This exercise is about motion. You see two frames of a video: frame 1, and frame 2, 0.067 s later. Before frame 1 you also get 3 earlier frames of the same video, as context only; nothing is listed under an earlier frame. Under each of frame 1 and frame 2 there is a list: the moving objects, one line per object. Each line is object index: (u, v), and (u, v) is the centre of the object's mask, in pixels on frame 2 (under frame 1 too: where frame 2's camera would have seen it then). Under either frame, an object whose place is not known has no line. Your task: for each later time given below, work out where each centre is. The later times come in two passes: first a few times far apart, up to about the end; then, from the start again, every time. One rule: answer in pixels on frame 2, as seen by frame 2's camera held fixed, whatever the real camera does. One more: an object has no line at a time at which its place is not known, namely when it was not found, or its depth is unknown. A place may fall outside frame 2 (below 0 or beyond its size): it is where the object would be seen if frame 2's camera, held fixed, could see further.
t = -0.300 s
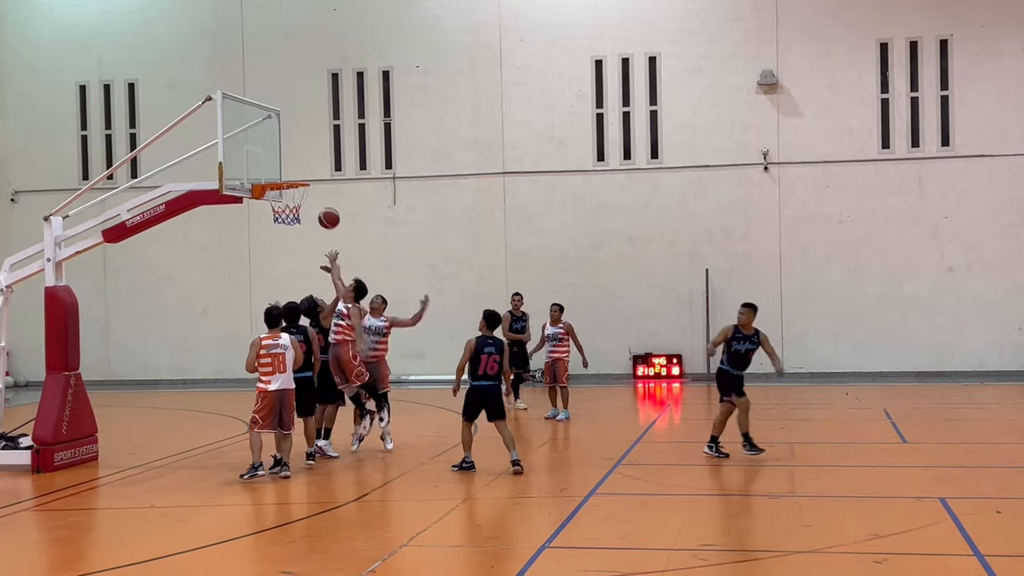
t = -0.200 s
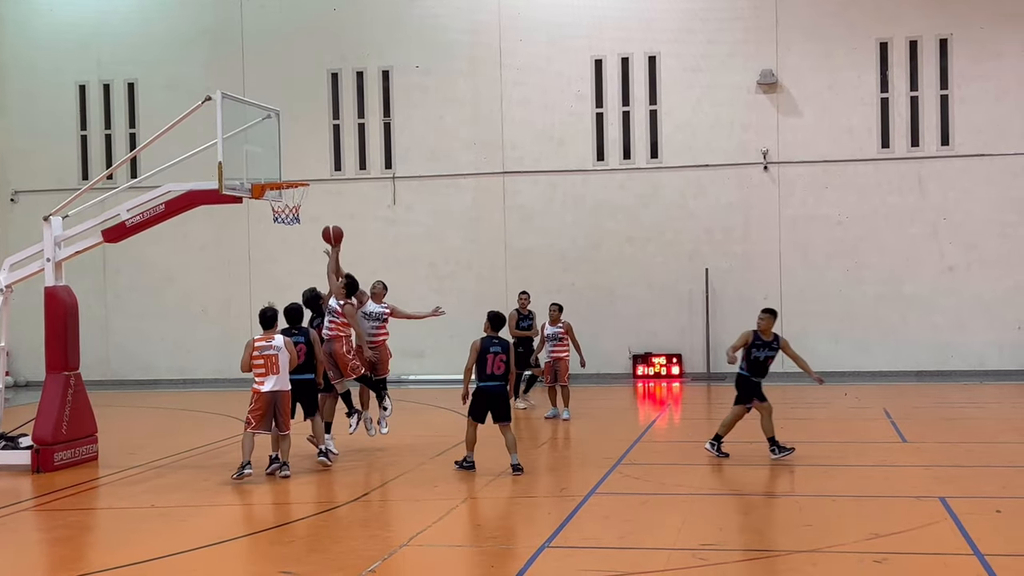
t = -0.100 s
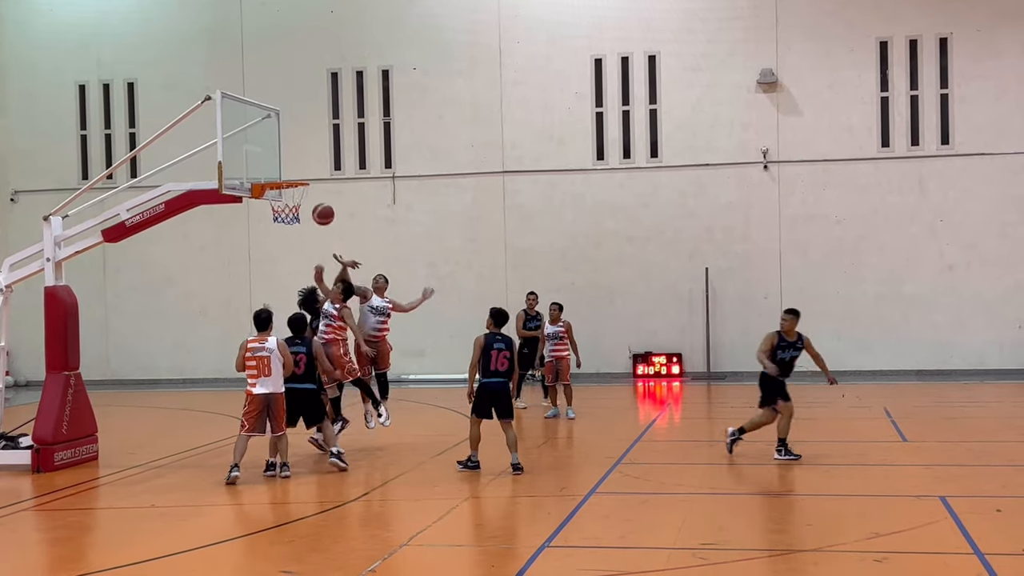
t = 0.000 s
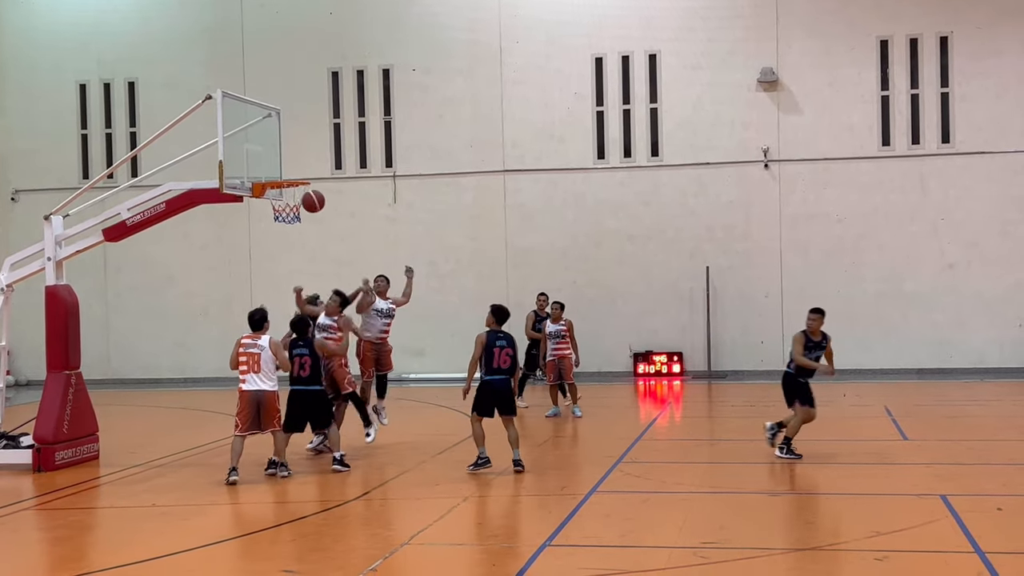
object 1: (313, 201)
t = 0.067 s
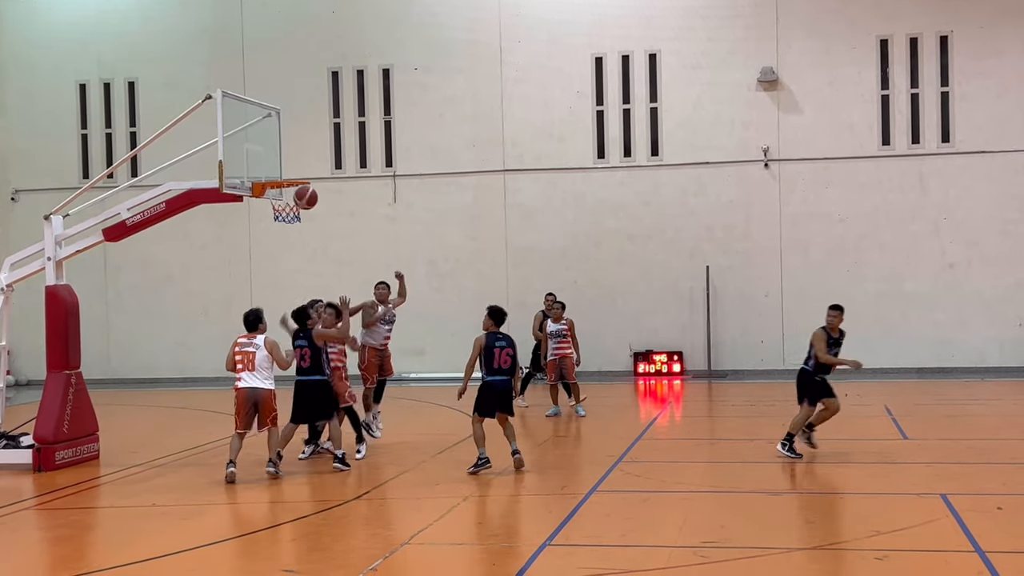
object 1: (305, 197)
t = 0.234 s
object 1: (285, 208)
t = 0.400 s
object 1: (263, 251)
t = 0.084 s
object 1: (304, 197)
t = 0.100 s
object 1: (302, 197)
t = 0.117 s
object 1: (300, 198)
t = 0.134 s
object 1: (298, 199)
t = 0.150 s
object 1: (296, 200)
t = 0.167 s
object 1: (294, 201)
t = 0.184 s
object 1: (292, 202)
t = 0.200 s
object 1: (289, 204)
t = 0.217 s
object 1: (287, 206)
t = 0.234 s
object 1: (285, 208)
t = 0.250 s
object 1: (283, 211)
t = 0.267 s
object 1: (281, 214)
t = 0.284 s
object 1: (279, 217)
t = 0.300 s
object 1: (277, 222)
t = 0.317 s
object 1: (274, 226)
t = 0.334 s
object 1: (272, 231)
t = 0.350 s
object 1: (270, 235)
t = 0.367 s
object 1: (268, 240)
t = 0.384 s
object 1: (265, 246)
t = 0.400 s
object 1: (263, 251)
